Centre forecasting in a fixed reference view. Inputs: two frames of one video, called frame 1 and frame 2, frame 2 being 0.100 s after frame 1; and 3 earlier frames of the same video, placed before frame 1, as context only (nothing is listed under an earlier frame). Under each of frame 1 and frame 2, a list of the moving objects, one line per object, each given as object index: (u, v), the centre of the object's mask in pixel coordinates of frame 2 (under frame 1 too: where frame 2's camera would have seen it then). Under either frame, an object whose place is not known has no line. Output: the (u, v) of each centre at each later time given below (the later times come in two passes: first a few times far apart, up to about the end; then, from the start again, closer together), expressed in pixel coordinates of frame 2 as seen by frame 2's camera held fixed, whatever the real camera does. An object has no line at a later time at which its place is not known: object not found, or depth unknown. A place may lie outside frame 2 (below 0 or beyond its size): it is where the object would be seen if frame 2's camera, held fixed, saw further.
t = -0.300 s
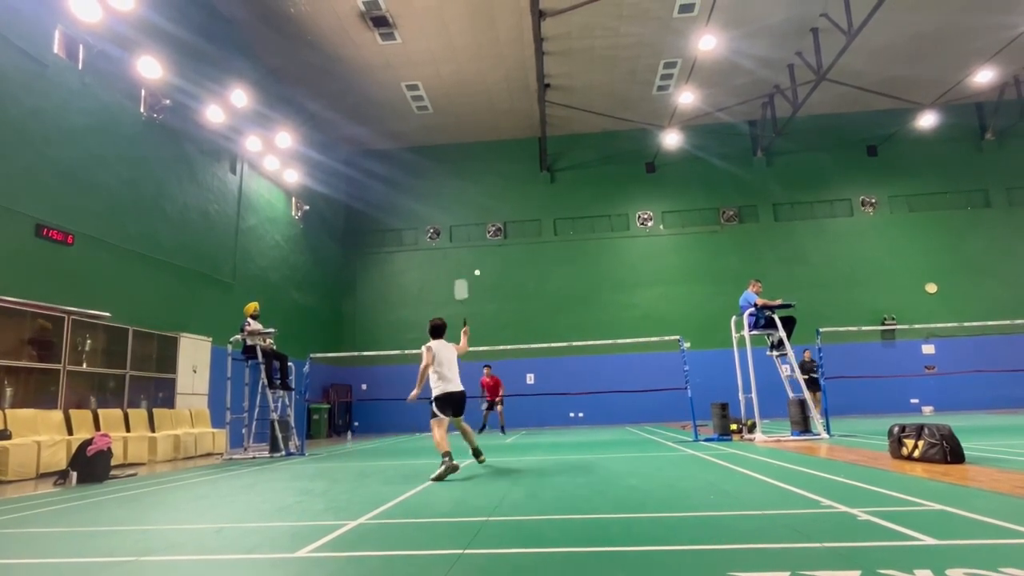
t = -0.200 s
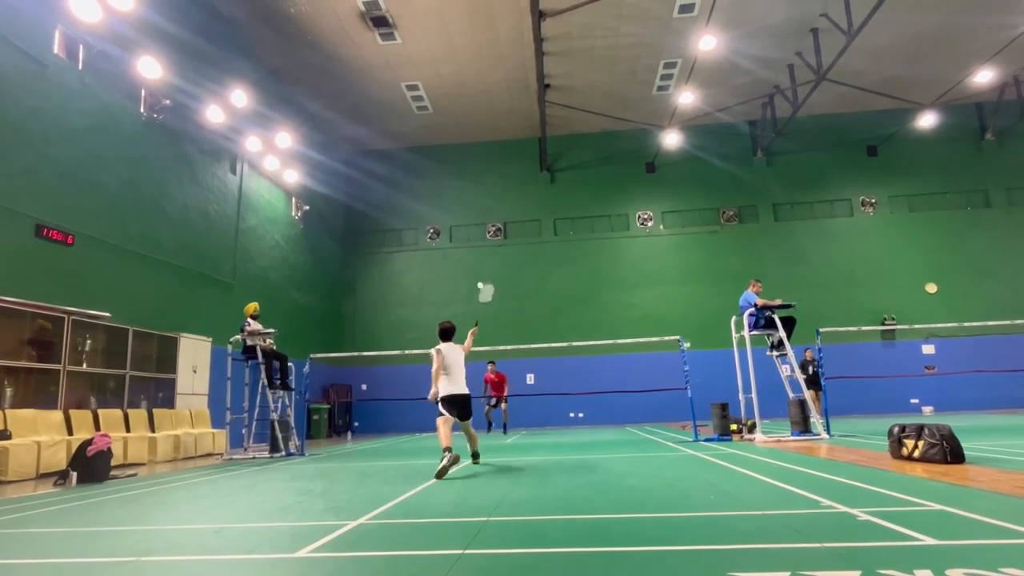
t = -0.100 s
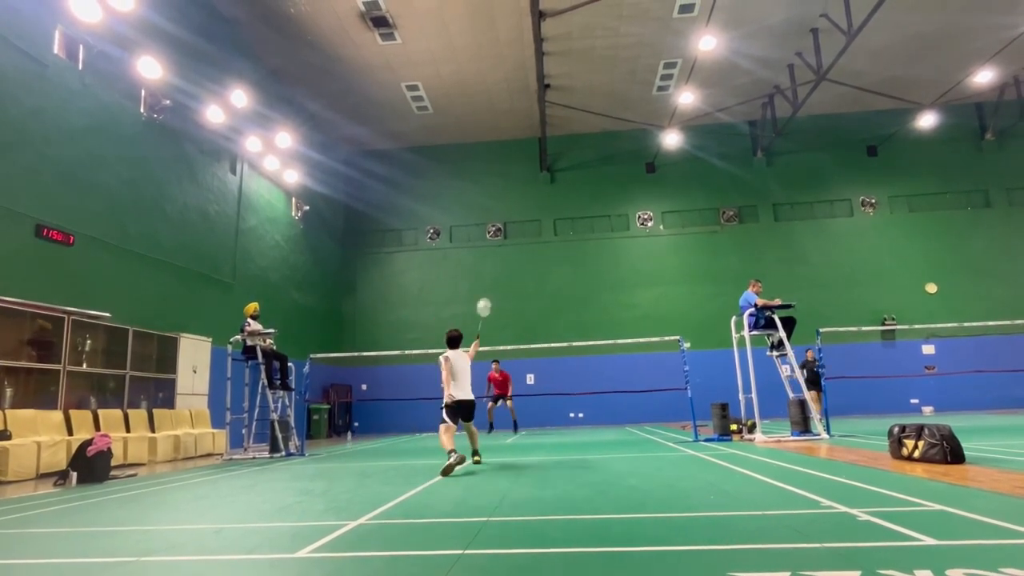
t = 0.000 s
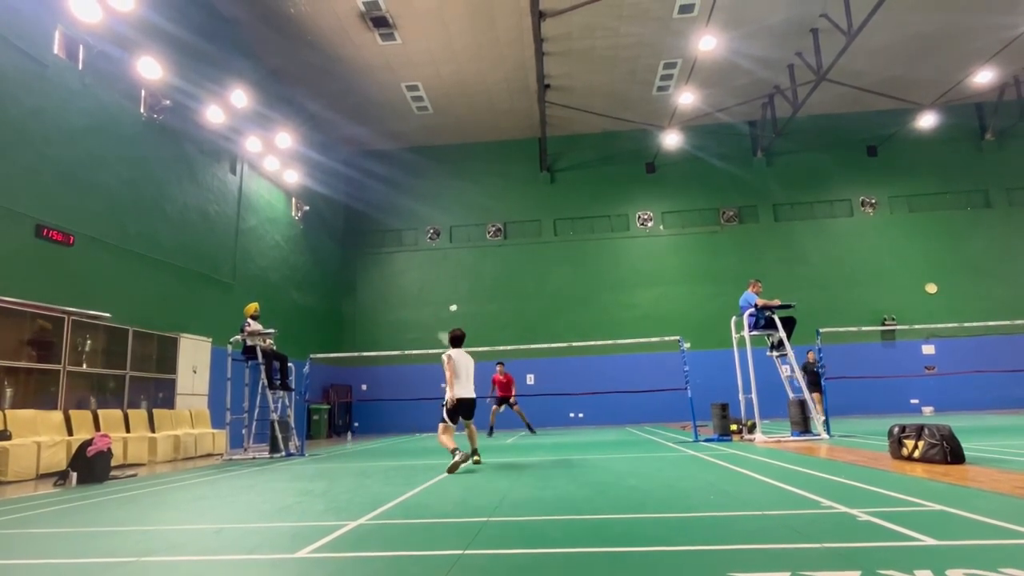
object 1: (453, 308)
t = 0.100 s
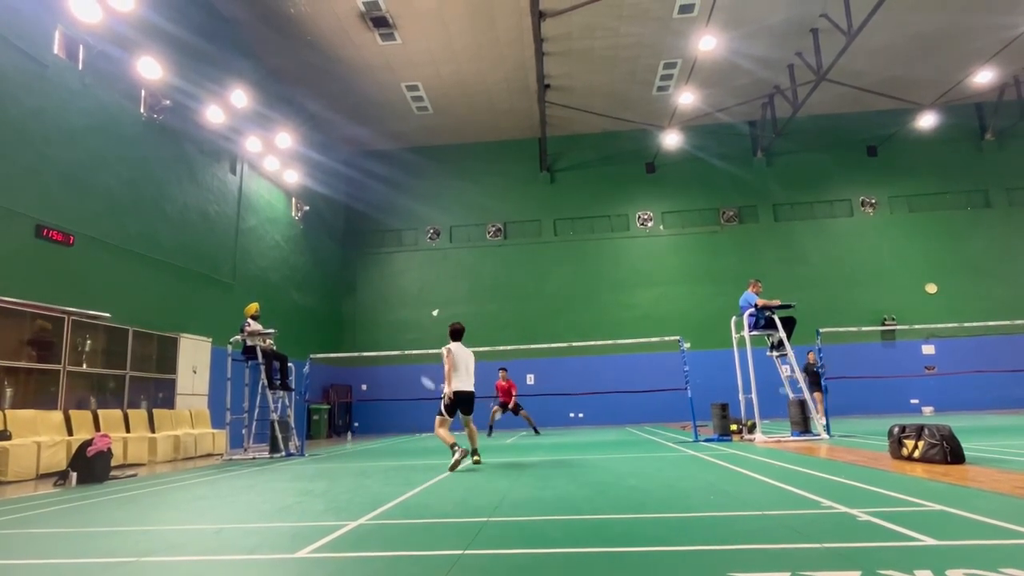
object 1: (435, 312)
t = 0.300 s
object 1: (417, 334)
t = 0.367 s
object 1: (411, 346)
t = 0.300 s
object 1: (417, 334)
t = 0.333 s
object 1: (414, 340)
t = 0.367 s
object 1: (411, 346)
